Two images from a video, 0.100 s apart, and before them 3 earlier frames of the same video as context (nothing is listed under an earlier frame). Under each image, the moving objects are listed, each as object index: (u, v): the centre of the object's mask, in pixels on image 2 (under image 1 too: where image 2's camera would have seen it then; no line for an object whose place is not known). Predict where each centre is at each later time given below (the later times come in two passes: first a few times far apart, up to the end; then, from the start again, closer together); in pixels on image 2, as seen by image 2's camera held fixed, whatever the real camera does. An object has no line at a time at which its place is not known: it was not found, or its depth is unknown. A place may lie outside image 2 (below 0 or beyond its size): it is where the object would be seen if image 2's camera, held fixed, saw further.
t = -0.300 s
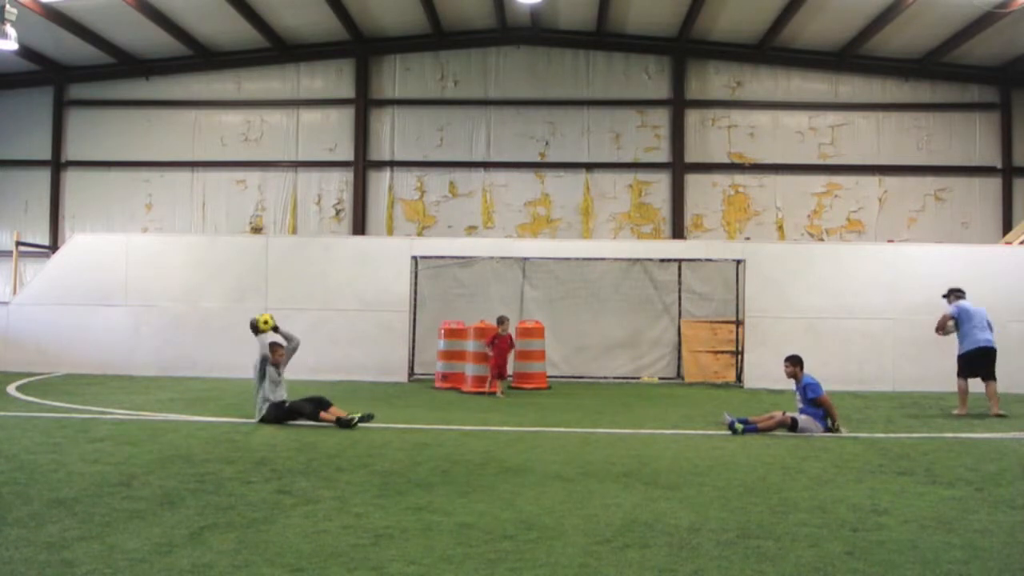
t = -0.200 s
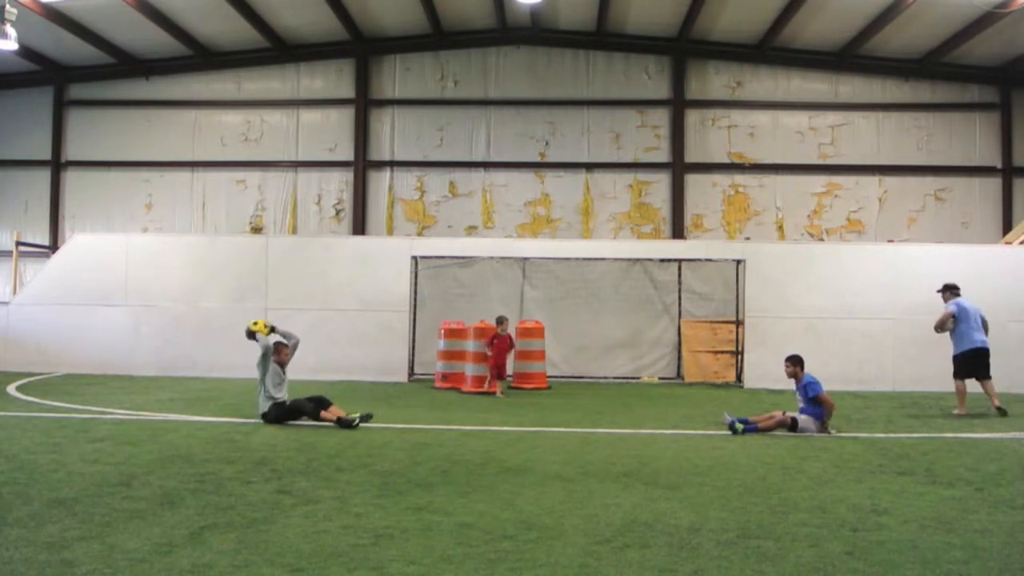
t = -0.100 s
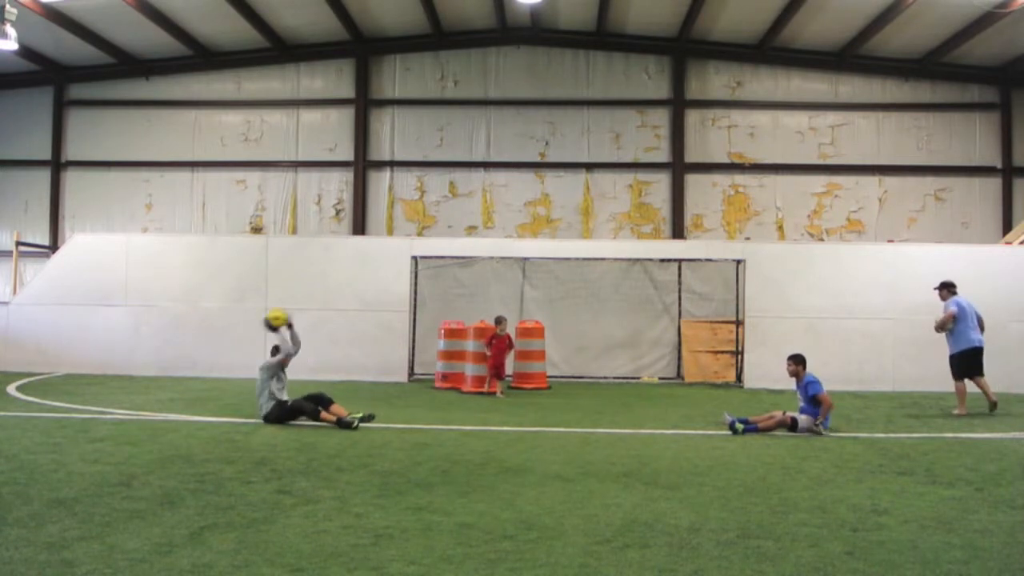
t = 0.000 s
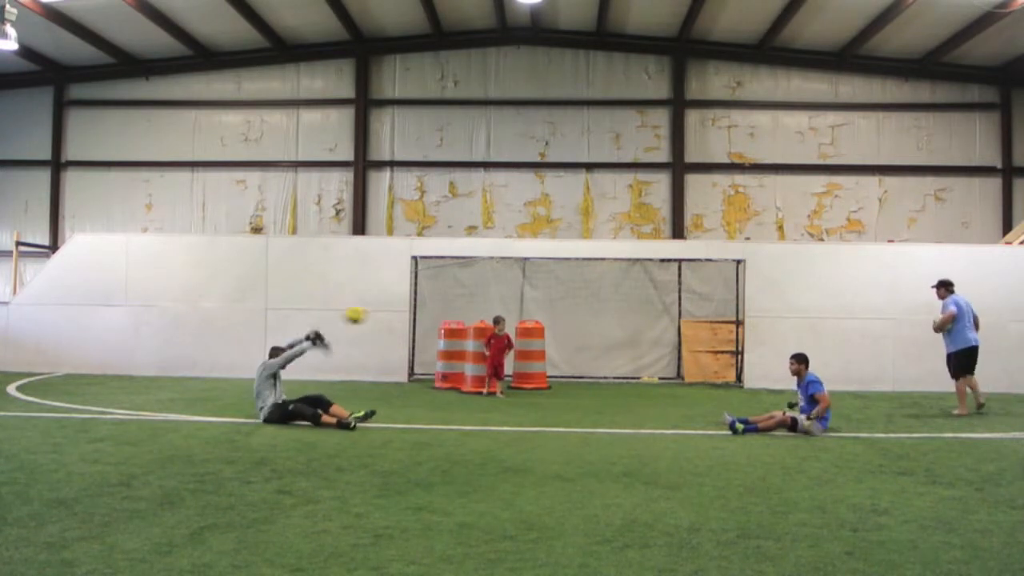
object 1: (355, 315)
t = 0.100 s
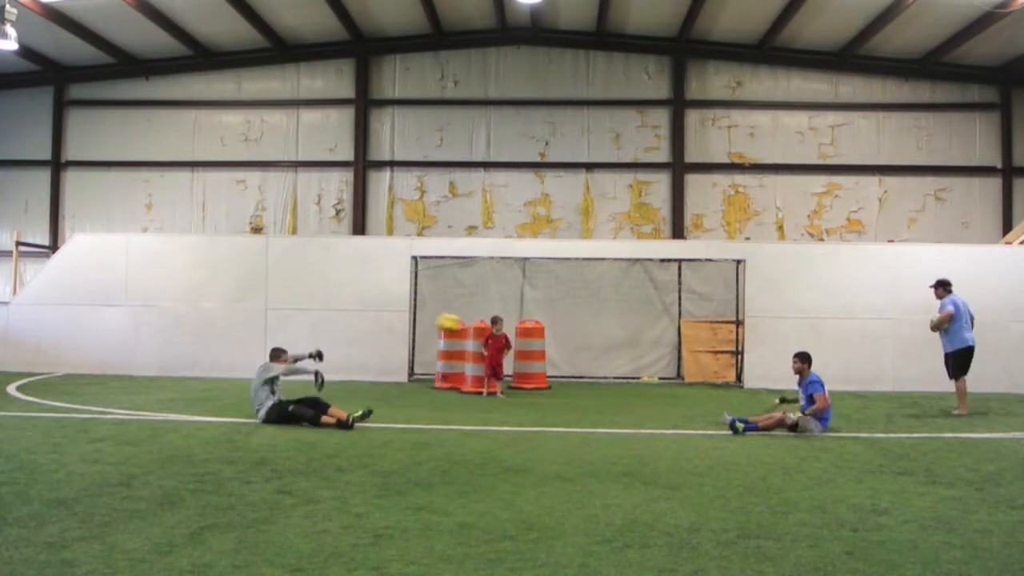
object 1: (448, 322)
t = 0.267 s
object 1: (604, 362)
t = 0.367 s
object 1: (699, 397)
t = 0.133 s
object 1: (480, 330)
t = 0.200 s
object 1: (543, 343)
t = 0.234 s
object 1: (575, 353)
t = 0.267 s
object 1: (604, 362)
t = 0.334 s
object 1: (667, 385)
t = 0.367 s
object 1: (699, 397)
